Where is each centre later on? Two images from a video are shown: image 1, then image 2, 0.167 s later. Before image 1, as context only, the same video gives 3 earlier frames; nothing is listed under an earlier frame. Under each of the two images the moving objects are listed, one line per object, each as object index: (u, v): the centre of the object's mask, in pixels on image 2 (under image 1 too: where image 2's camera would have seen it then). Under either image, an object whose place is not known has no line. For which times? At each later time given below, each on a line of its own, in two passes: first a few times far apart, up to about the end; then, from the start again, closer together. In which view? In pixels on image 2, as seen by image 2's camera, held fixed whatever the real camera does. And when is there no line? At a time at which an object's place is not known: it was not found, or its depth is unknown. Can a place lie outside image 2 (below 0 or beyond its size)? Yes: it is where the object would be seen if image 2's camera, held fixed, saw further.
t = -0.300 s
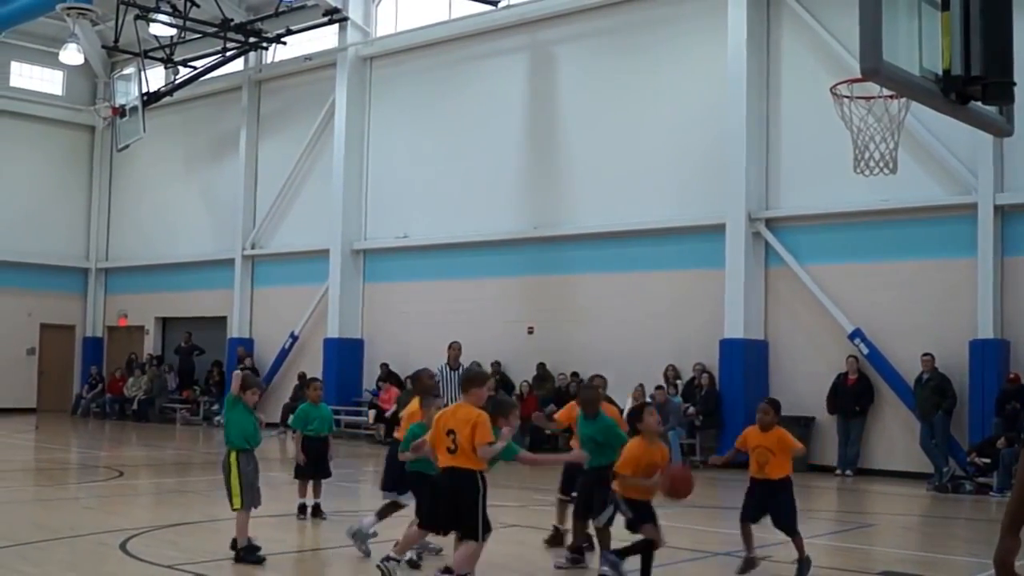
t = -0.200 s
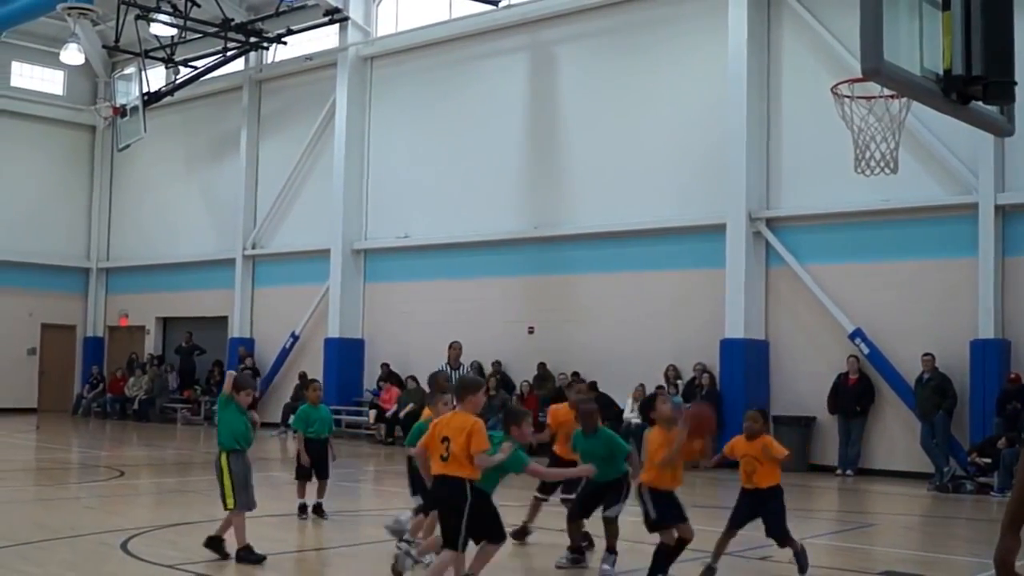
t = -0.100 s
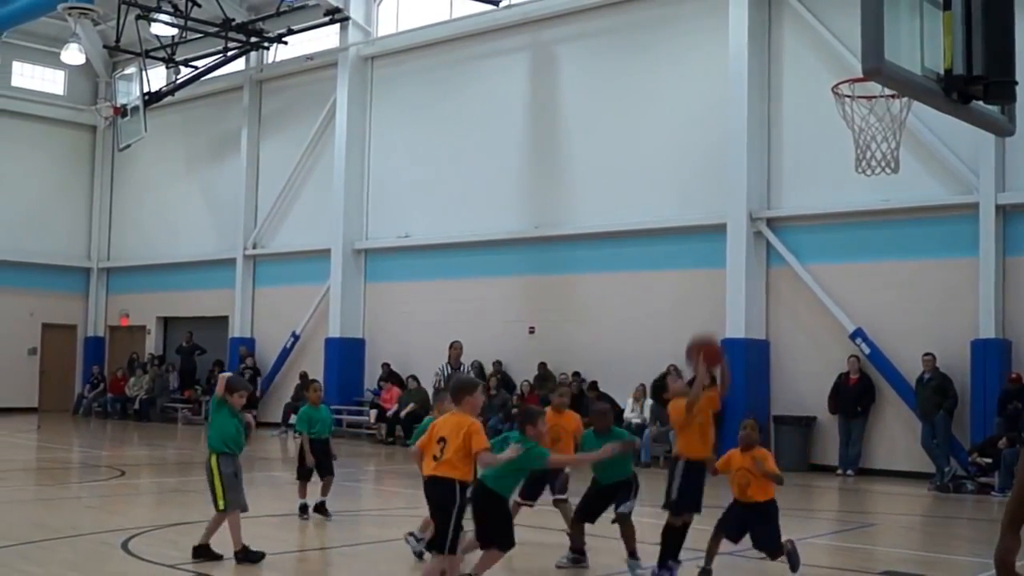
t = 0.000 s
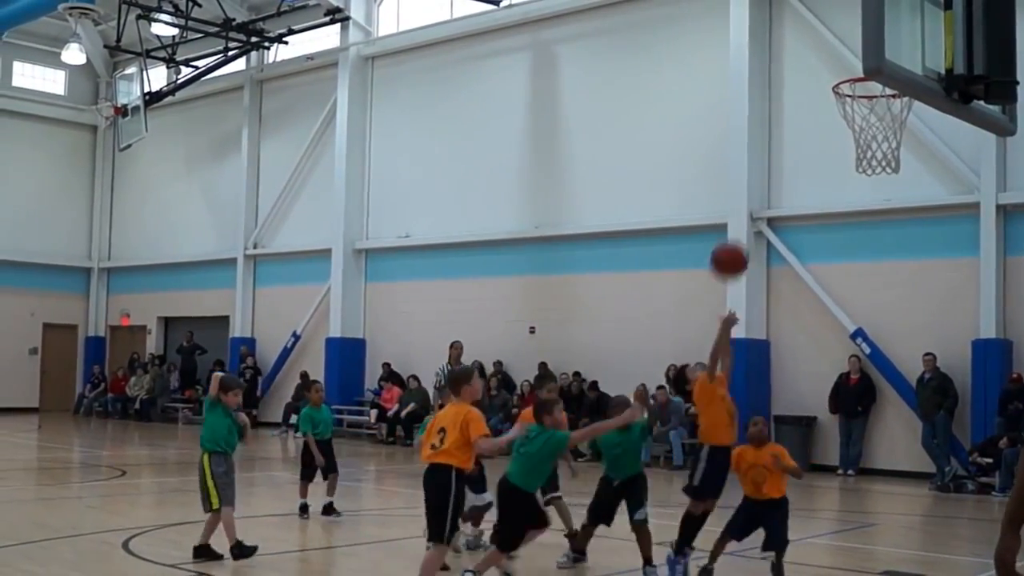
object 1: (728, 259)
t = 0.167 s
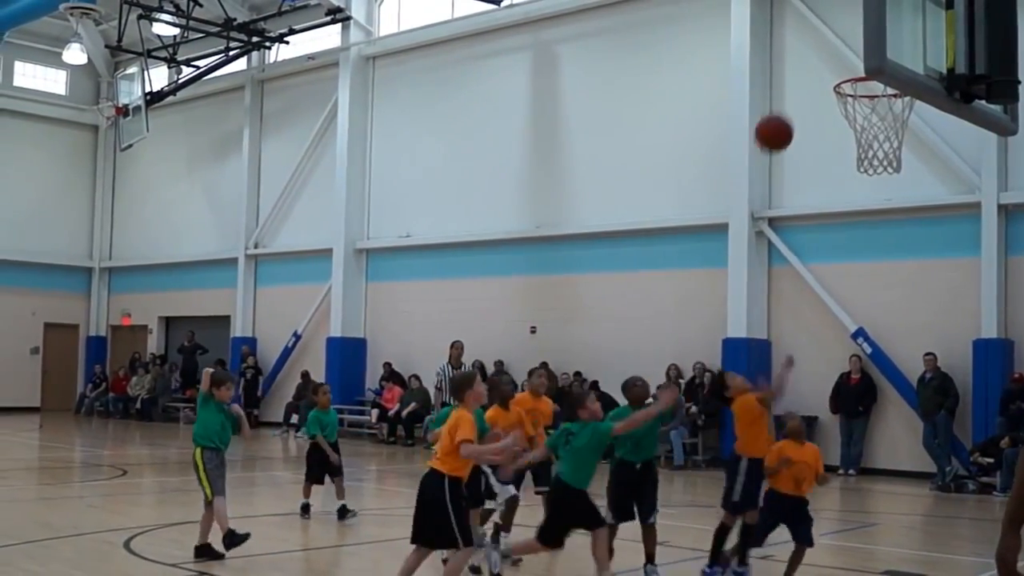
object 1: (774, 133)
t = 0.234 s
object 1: (791, 93)
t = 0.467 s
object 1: (854, 14)
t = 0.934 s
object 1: (876, 93)
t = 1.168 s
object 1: (860, 156)
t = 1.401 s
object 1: (884, 275)
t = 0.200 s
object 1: (782, 112)
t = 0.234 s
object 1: (791, 93)
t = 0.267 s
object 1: (801, 76)
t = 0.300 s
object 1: (810, 61)
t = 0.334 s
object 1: (819, 47)
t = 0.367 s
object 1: (829, 36)
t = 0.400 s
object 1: (839, 25)
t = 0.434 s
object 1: (847, 18)
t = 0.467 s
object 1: (854, 14)
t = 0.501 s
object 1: (859, 11)
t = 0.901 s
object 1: (884, 91)
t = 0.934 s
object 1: (876, 93)
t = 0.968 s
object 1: (861, 100)
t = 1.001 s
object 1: (856, 111)
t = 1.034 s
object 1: (854, 121)
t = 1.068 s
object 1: (854, 132)
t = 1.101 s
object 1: (855, 139)
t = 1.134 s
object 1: (858, 146)
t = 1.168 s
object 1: (860, 156)
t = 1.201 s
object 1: (866, 167)
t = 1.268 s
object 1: (872, 194)
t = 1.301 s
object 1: (876, 211)
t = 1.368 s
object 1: (880, 252)
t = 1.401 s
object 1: (884, 275)
